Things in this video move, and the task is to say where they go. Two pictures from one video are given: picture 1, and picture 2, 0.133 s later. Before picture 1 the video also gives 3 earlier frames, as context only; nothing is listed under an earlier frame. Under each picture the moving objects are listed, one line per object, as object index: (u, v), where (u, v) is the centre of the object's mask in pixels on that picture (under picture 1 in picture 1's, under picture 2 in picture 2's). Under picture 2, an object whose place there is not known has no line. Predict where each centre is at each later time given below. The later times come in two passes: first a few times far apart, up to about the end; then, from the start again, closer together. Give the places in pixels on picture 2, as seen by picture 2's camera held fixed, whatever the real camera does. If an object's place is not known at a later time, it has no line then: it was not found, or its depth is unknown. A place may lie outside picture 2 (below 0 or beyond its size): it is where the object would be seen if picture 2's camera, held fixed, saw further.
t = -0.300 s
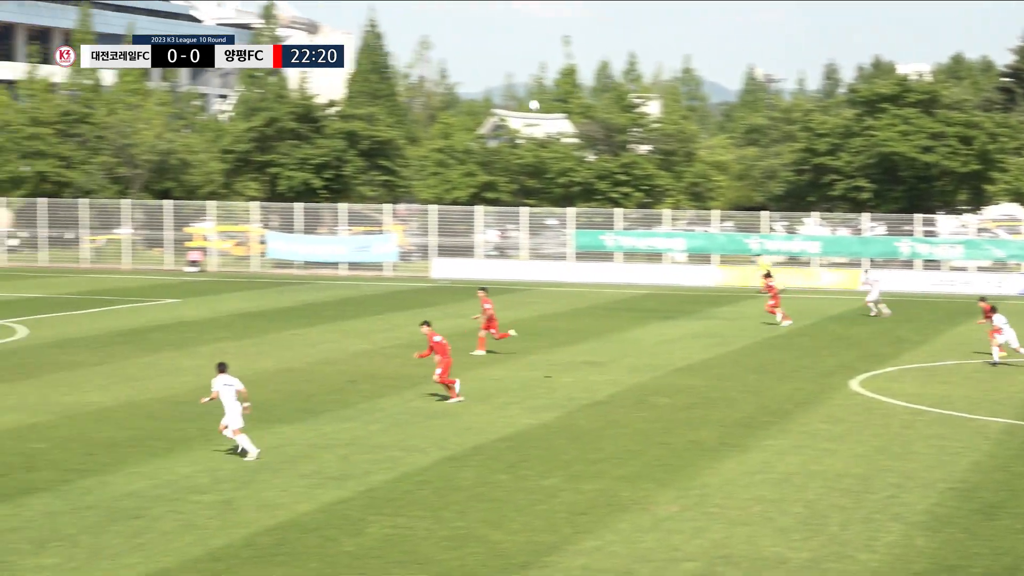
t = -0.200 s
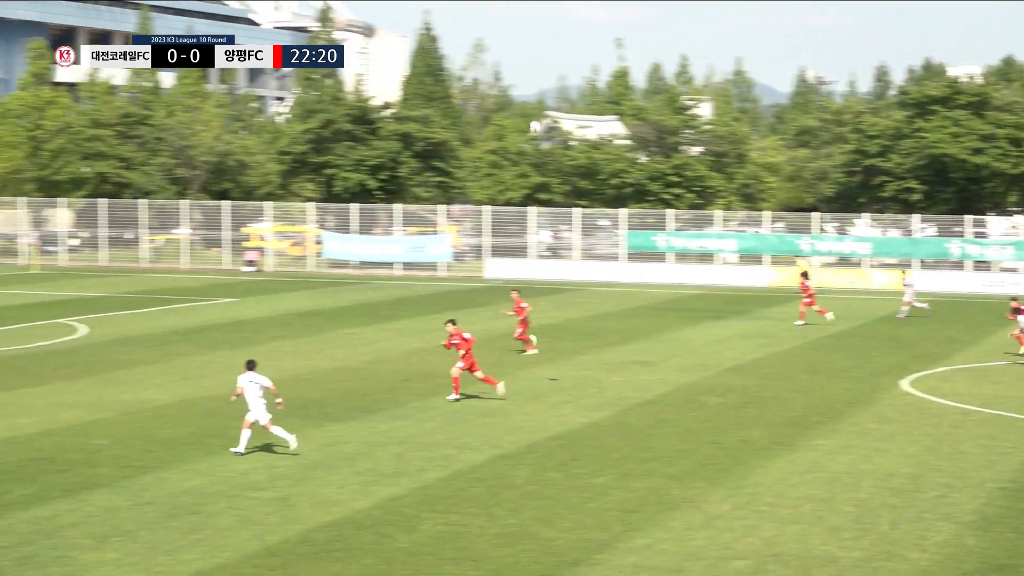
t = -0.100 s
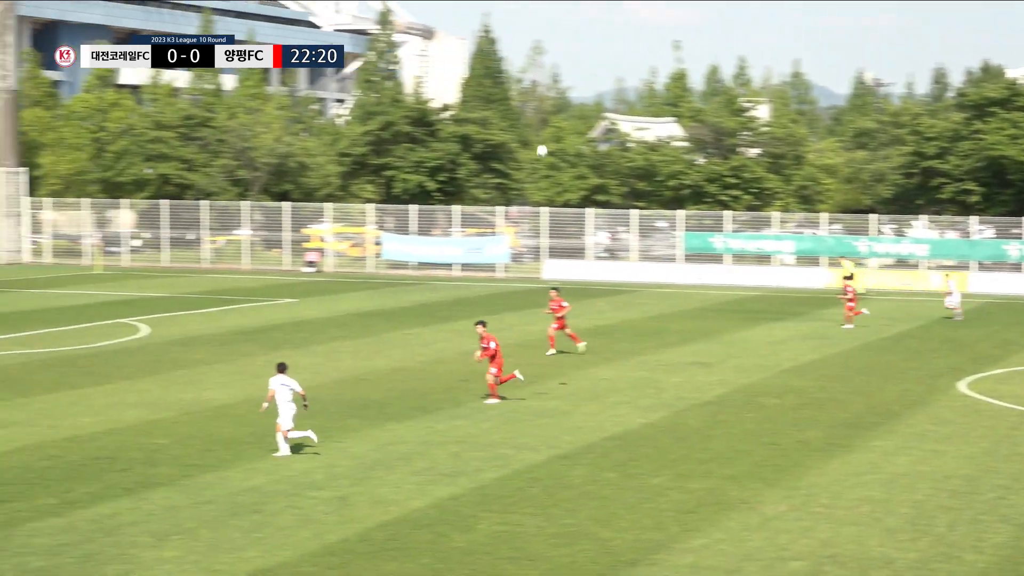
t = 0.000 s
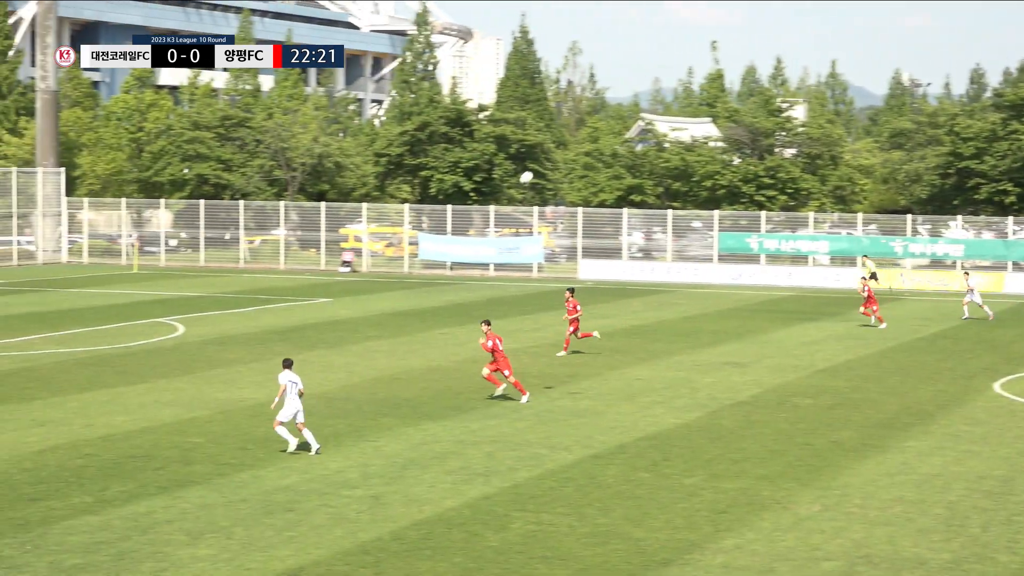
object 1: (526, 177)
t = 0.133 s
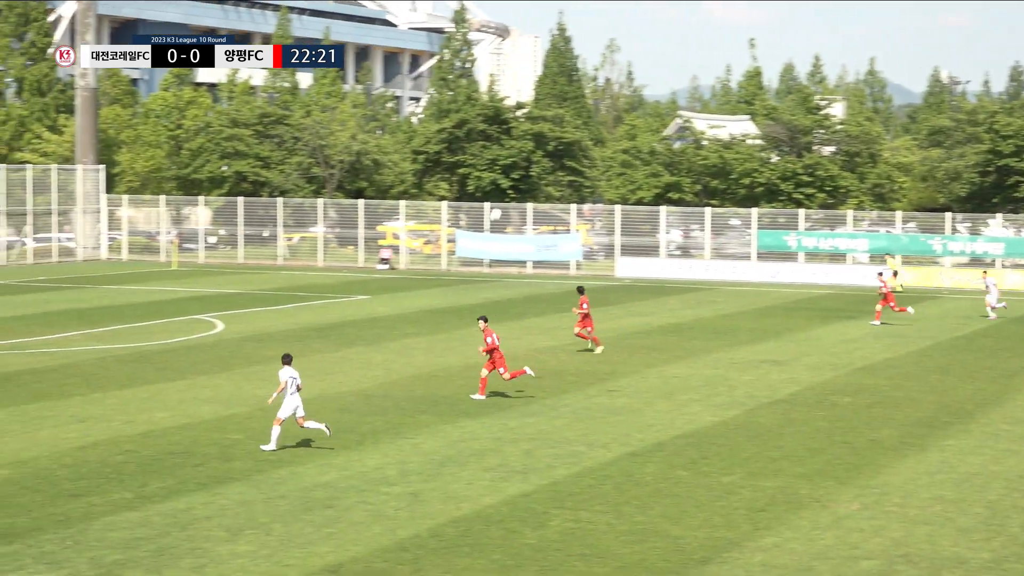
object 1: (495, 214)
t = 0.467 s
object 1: (319, 343)
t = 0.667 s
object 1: (221, 399)
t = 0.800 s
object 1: (176, 359)
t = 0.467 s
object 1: (319, 343)
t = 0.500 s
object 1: (302, 358)
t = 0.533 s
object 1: (283, 374)
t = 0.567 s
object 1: (265, 391)
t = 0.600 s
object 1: (247, 407)
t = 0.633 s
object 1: (232, 409)
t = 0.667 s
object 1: (221, 399)
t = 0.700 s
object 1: (210, 388)
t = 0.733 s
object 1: (199, 378)
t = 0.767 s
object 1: (187, 369)
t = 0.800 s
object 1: (176, 359)
